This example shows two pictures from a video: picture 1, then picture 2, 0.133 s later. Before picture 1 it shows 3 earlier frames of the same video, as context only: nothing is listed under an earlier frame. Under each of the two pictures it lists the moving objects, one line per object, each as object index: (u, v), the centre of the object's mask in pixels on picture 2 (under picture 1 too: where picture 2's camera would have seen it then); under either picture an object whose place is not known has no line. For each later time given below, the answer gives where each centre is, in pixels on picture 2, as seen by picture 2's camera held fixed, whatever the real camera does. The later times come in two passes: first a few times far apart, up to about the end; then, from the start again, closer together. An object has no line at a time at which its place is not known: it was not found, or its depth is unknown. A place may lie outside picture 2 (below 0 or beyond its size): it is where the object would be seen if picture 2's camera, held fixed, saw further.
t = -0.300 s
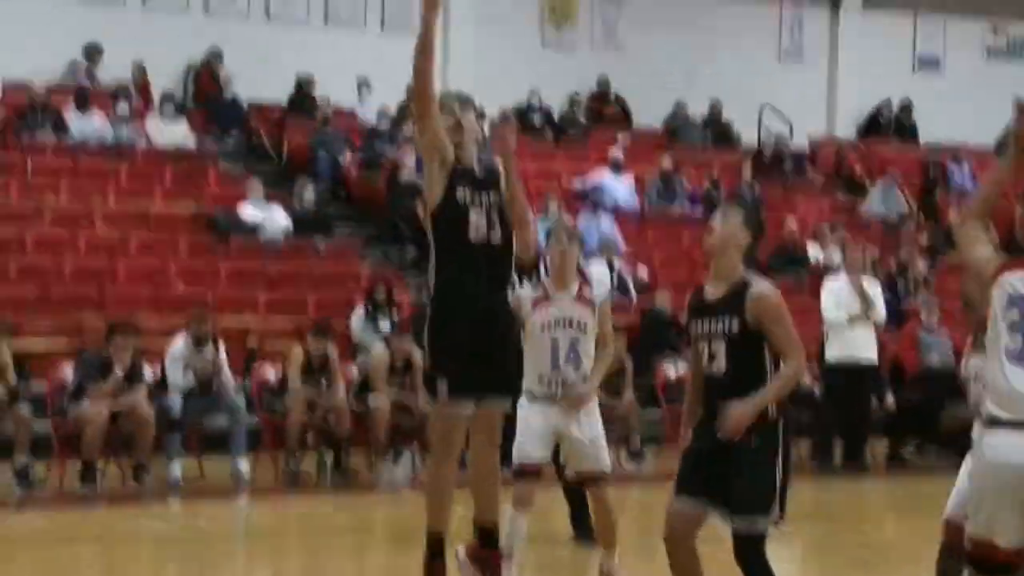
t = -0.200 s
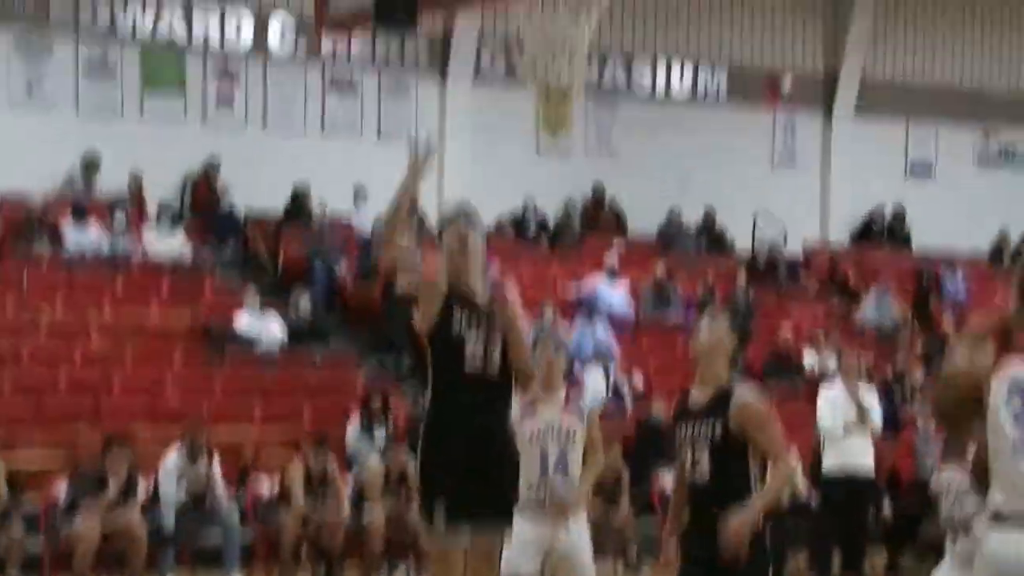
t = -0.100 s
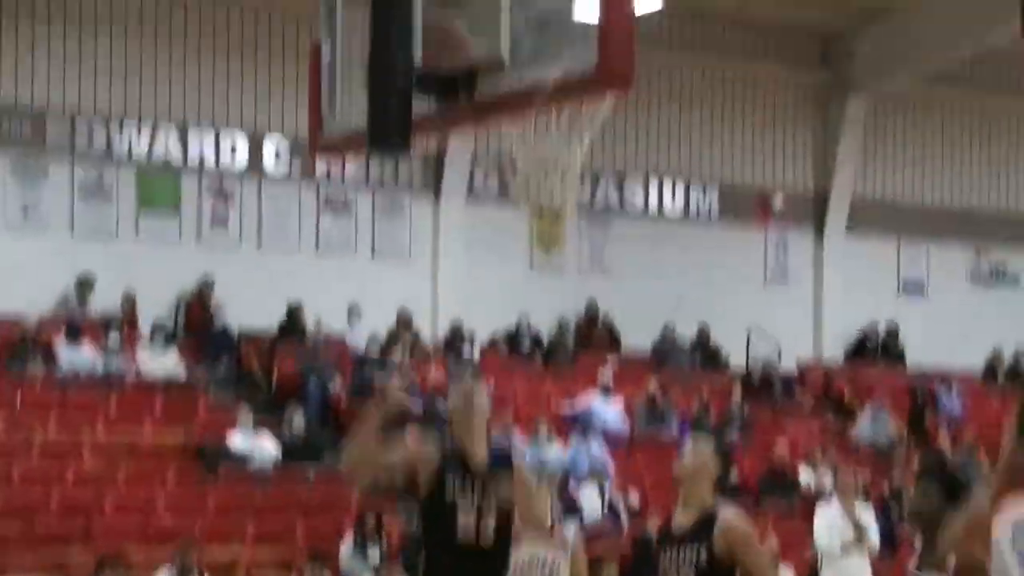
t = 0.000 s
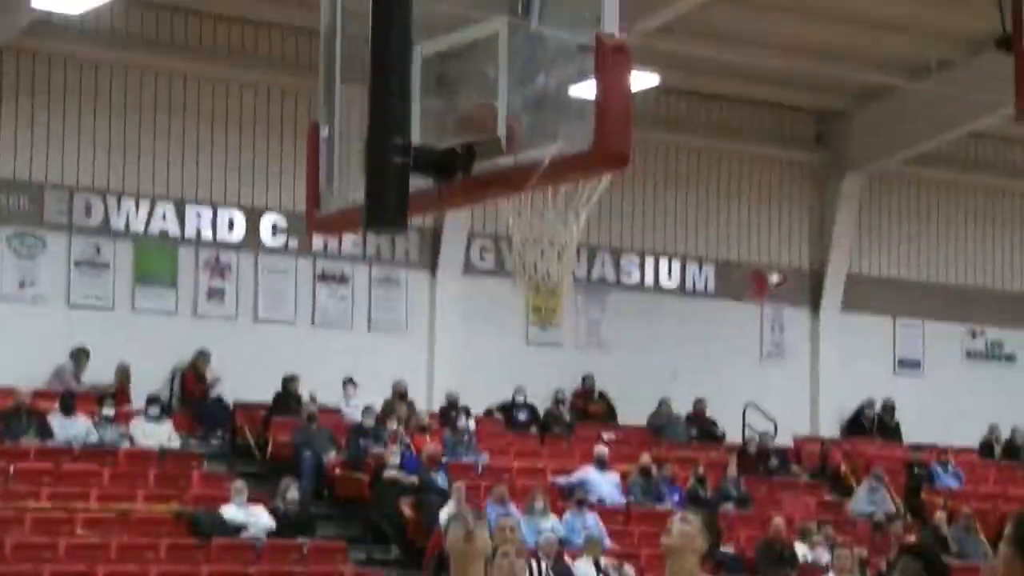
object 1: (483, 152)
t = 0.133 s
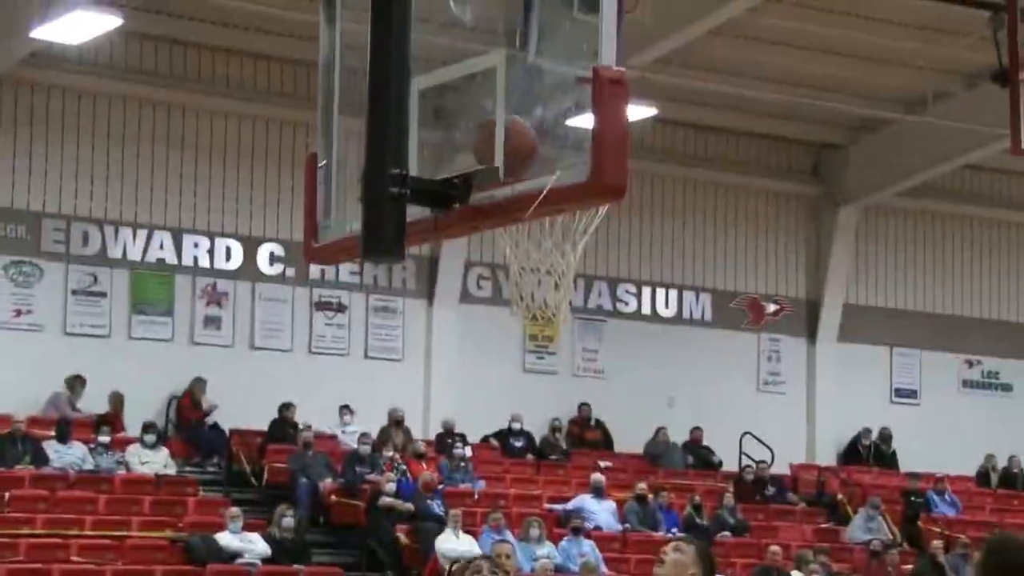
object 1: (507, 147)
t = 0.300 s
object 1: (528, 167)
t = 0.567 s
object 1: (560, 299)
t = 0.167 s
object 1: (514, 149)
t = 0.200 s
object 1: (526, 155)
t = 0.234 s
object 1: (527, 159)
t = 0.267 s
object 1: (528, 164)
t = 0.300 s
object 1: (528, 167)
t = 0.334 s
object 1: (534, 170)
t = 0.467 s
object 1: (553, 251)
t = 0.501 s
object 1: (556, 269)
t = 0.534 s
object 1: (559, 282)
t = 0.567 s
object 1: (560, 299)
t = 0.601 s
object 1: (562, 316)
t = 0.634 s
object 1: (564, 339)
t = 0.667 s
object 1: (566, 364)
